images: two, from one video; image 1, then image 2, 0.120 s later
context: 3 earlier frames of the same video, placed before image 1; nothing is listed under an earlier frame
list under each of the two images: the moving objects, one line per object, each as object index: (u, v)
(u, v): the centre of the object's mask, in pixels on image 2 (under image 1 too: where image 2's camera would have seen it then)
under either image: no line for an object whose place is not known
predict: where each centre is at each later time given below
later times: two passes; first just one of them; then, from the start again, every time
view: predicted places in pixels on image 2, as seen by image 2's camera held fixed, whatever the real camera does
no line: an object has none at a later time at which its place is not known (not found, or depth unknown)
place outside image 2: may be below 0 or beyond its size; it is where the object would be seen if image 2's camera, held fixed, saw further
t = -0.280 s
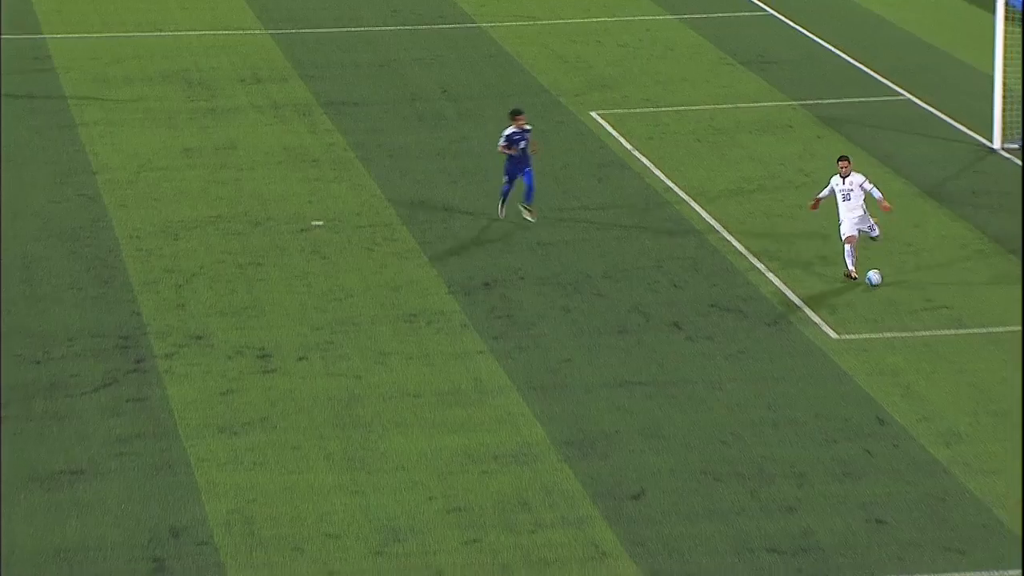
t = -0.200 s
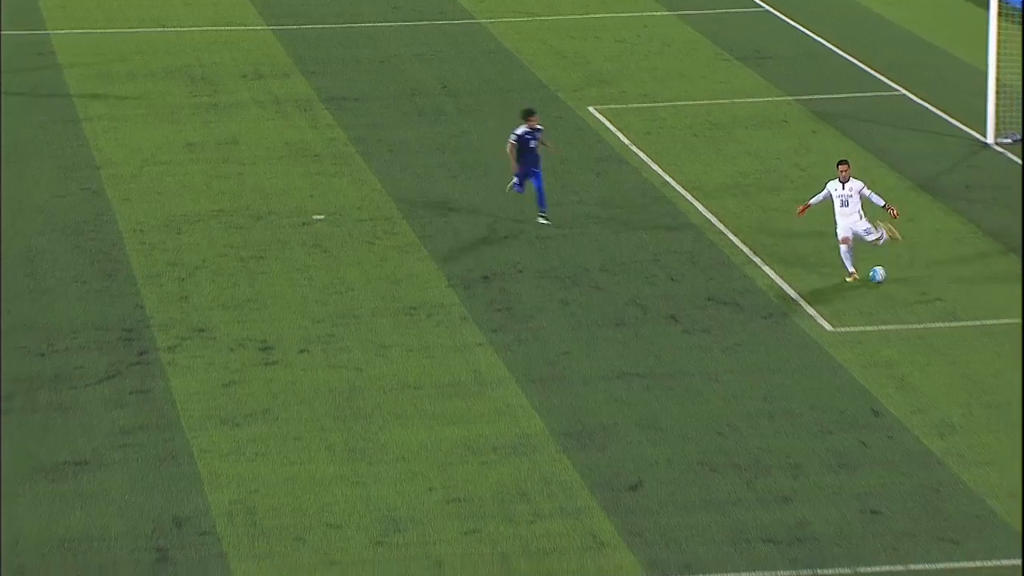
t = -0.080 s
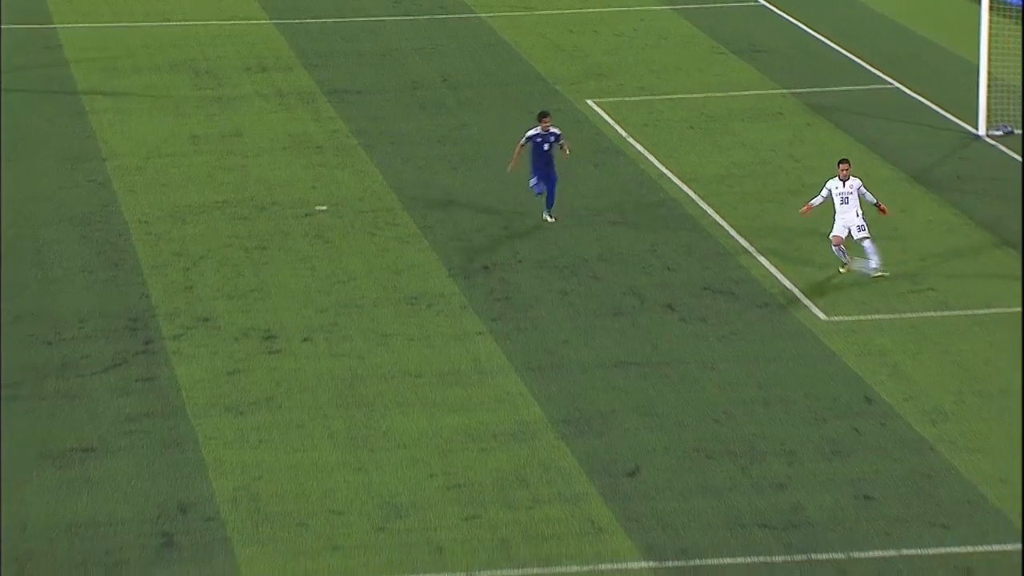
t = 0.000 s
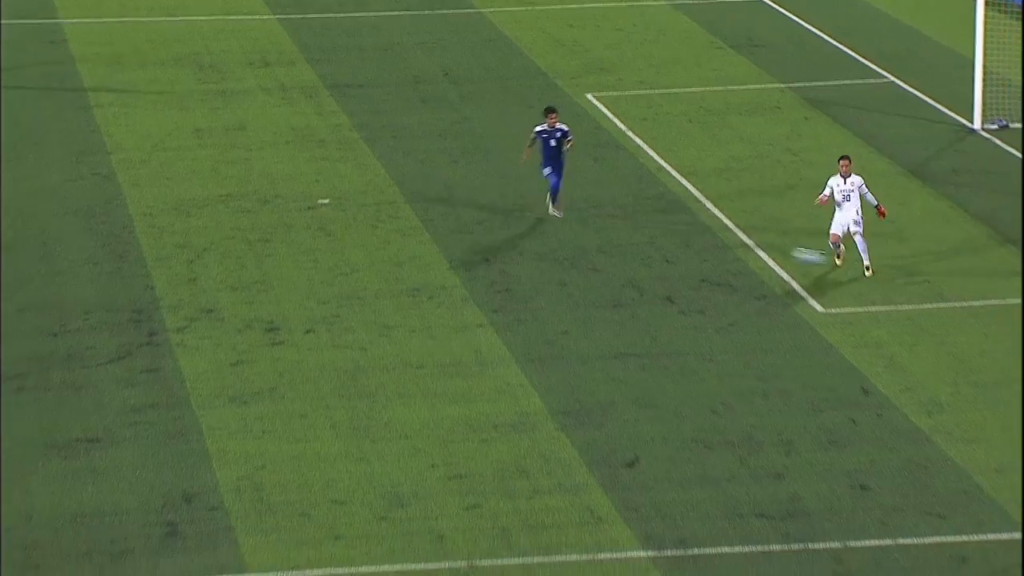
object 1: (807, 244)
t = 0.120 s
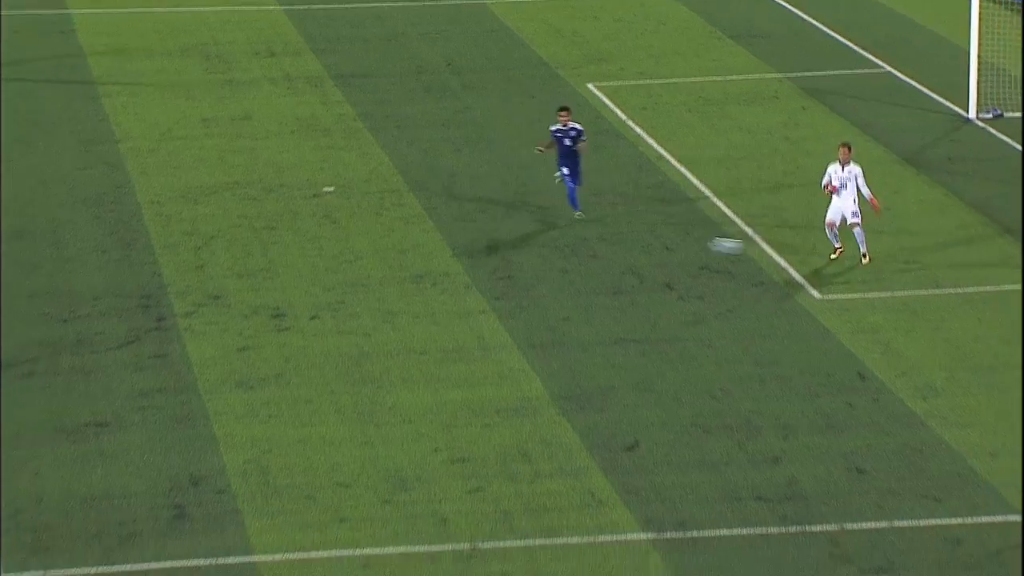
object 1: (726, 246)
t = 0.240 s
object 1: (644, 254)
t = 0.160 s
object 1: (698, 247)
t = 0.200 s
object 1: (671, 250)
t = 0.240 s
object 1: (644, 254)
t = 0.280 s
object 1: (616, 258)
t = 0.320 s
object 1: (589, 263)
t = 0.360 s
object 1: (560, 271)
